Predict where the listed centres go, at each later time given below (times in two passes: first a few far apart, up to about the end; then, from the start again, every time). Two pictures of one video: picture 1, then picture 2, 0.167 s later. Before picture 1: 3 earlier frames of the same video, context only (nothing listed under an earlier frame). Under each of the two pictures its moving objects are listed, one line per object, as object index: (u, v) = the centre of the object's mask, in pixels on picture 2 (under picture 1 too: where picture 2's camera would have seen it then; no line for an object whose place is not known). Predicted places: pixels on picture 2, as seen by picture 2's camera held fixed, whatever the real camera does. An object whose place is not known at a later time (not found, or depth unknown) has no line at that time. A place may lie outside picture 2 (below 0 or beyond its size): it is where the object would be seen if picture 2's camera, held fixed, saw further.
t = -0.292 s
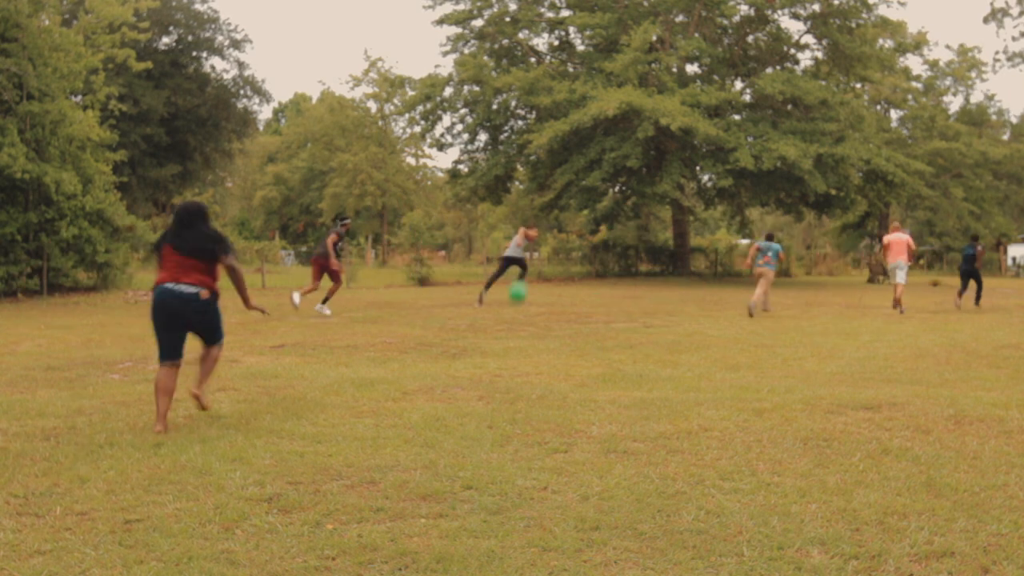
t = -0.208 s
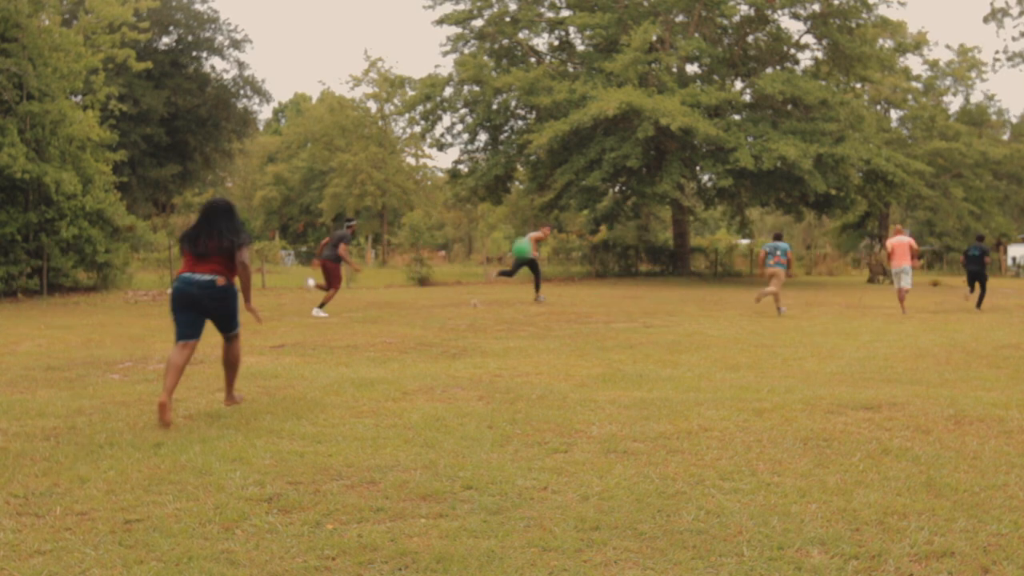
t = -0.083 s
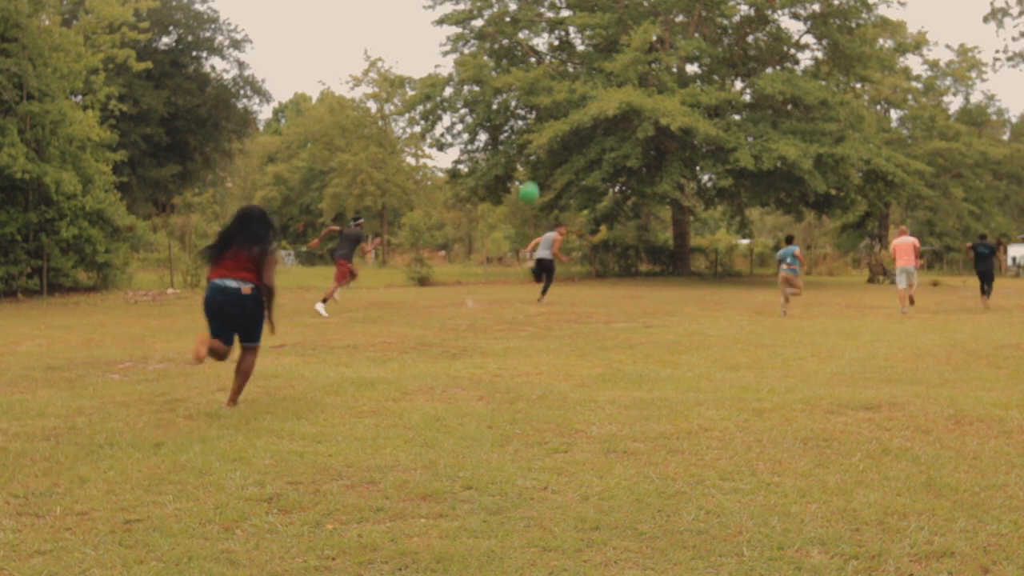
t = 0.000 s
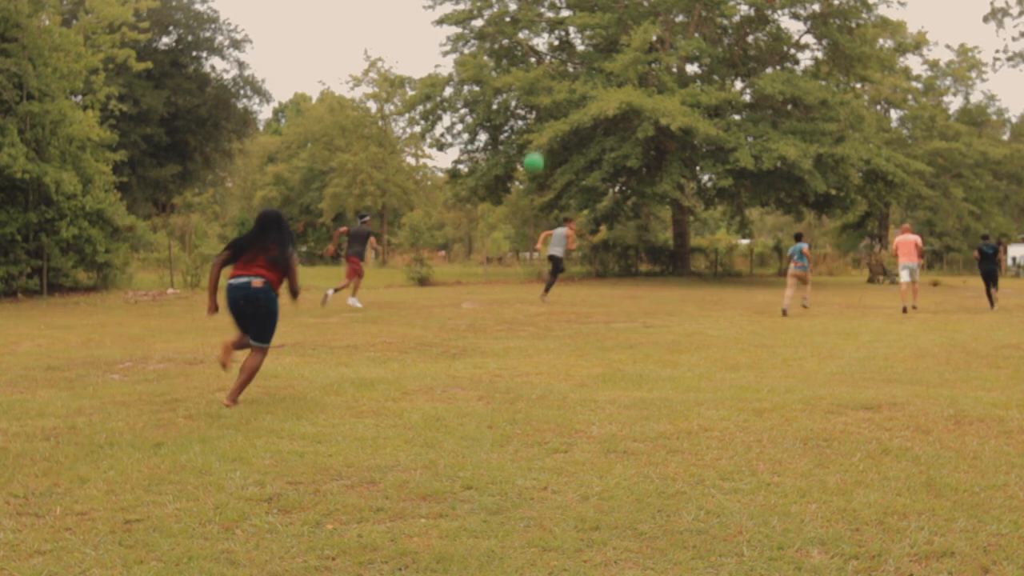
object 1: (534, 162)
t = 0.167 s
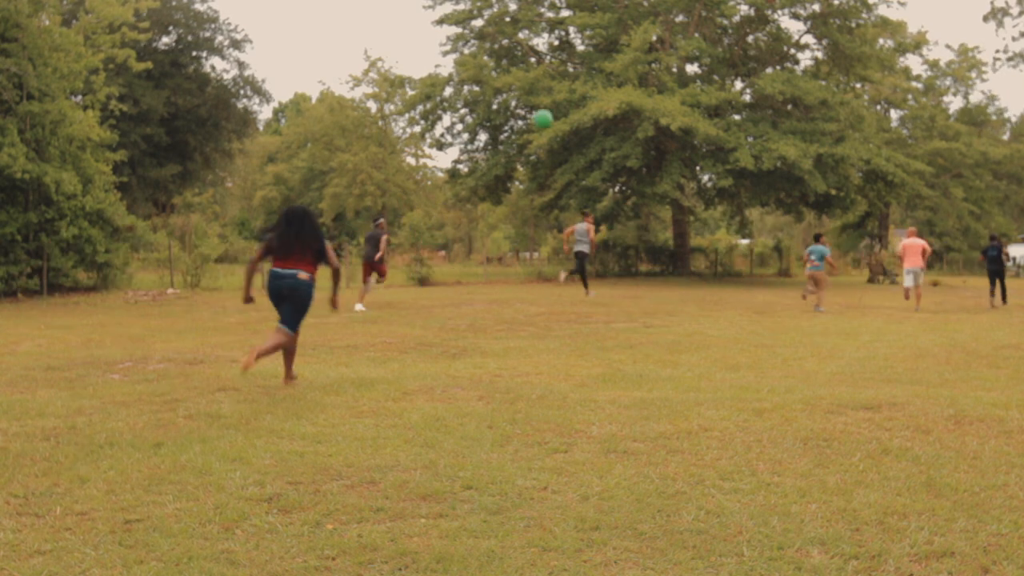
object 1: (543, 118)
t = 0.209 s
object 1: (545, 111)
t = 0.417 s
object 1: (556, 96)
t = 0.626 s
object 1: (567, 115)
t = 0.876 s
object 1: (582, 185)
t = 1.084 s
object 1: (594, 281)
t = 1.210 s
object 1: (603, 341)
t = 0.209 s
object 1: (545, 111)
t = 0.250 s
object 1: (547, 106)
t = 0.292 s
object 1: (549, 101)
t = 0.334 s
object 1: (551, 98)
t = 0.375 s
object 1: (554, 96)
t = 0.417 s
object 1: (556, 96)
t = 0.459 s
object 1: (558, 97)
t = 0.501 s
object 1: (560, 99)
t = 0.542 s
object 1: (563, 103)
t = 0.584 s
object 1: (565, 108)
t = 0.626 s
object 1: (567, 115)
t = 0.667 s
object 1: (571, 123)
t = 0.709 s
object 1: (573, 132)
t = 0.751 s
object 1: (575, 143)
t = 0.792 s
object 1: (577, 155)
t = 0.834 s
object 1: (579, 169)
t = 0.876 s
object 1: (582, 185)
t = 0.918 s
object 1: (585, 201)
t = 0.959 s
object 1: (587, 220)
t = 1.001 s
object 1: (590, 240)
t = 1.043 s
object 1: (592, 261)
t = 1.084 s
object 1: (594, 281)
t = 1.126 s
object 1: (597, 305)
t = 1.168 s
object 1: (600, 331)
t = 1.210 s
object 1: (603, 341)
